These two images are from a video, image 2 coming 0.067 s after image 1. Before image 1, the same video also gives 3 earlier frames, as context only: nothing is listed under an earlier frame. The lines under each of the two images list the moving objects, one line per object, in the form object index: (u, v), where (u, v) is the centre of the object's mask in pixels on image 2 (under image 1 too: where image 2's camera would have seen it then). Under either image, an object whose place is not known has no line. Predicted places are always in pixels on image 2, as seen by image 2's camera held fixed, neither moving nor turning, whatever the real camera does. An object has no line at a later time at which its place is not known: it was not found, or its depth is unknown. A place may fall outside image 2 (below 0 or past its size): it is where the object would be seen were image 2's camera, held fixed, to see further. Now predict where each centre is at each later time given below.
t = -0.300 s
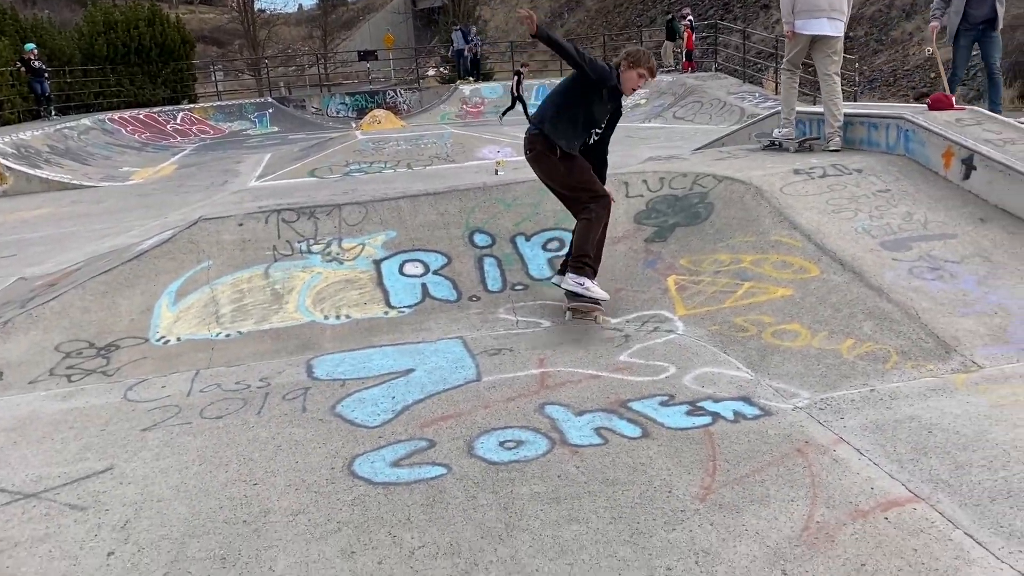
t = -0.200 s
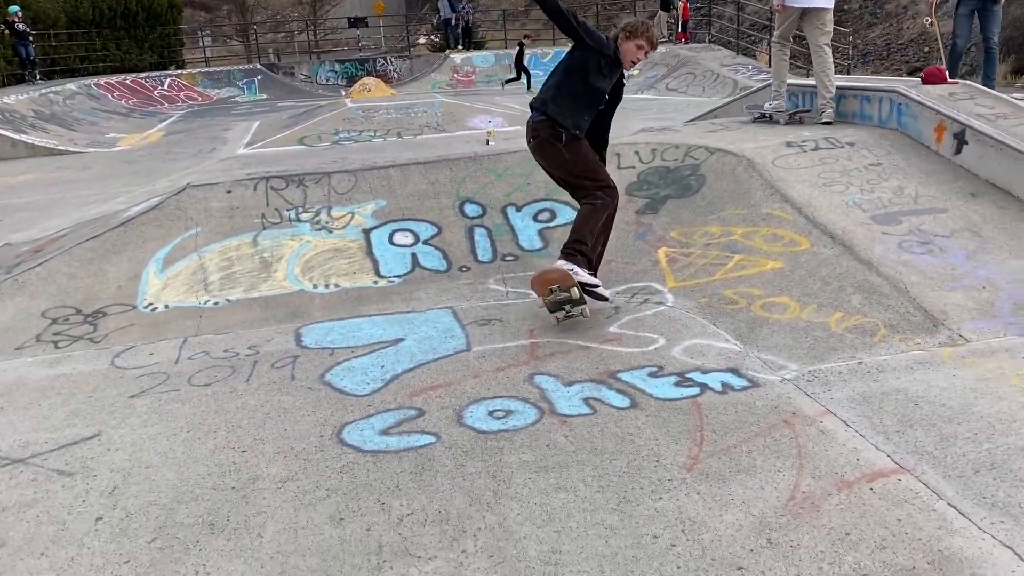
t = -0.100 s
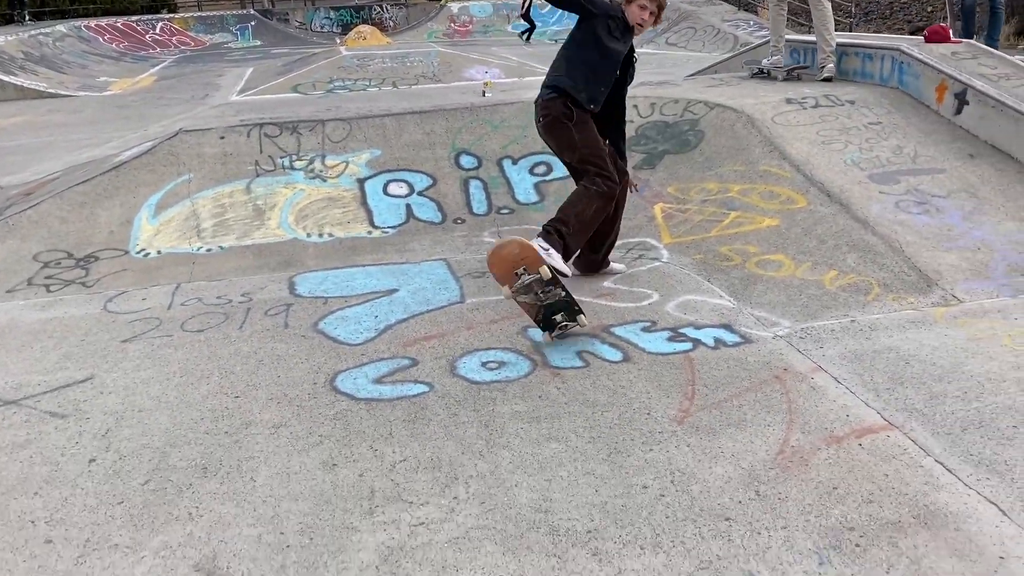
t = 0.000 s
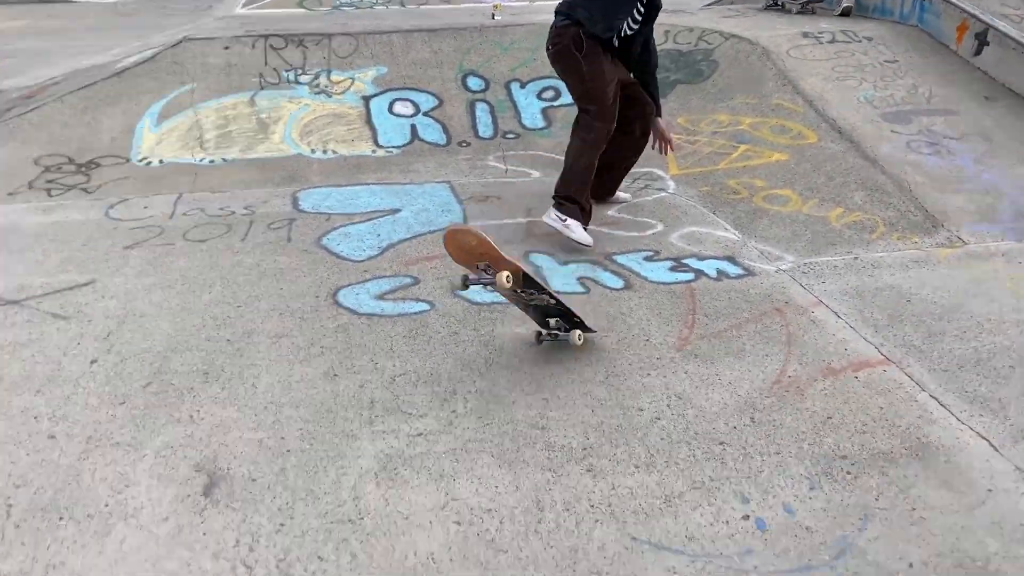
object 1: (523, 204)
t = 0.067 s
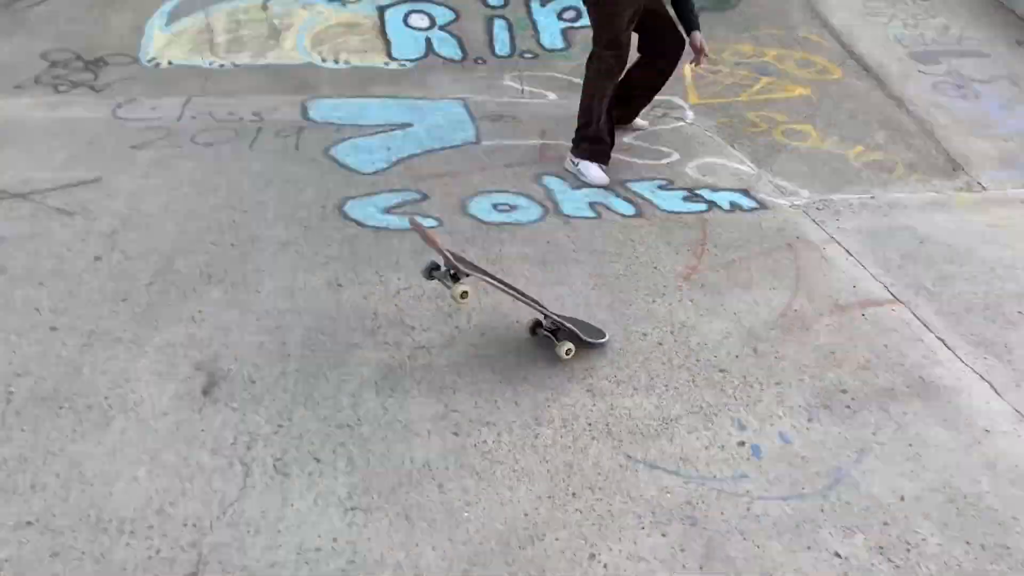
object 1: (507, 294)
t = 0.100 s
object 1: (490, 342)
